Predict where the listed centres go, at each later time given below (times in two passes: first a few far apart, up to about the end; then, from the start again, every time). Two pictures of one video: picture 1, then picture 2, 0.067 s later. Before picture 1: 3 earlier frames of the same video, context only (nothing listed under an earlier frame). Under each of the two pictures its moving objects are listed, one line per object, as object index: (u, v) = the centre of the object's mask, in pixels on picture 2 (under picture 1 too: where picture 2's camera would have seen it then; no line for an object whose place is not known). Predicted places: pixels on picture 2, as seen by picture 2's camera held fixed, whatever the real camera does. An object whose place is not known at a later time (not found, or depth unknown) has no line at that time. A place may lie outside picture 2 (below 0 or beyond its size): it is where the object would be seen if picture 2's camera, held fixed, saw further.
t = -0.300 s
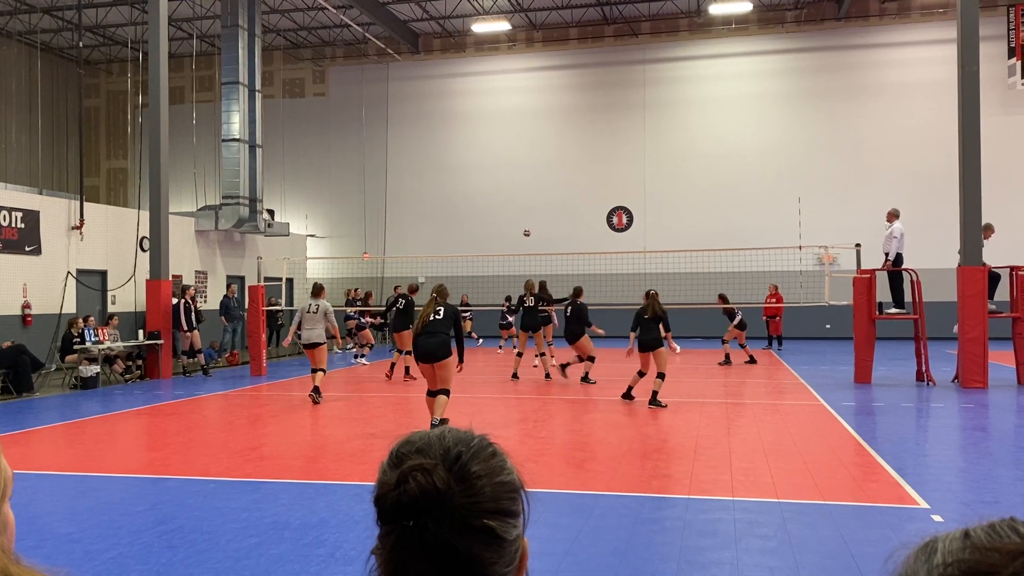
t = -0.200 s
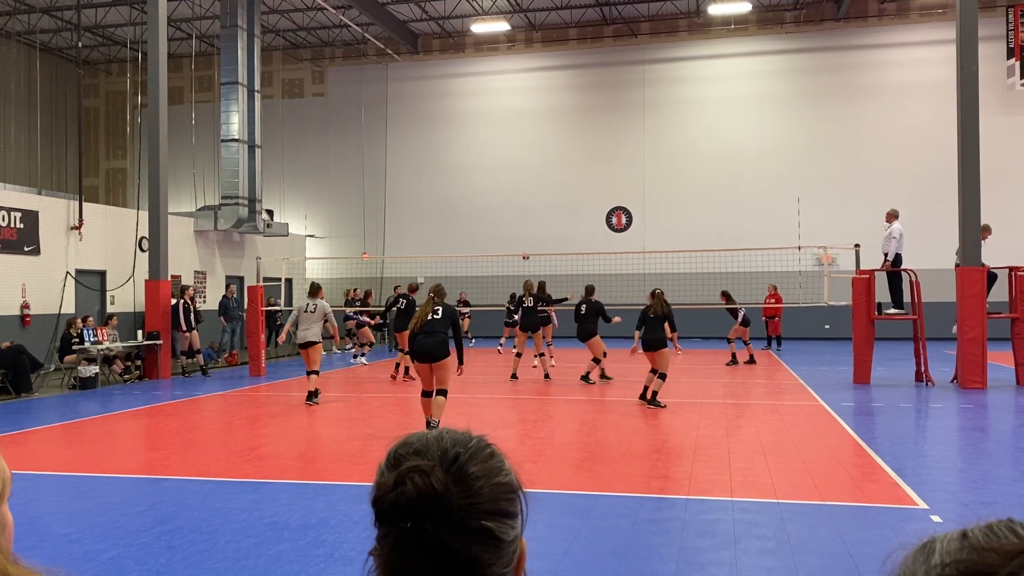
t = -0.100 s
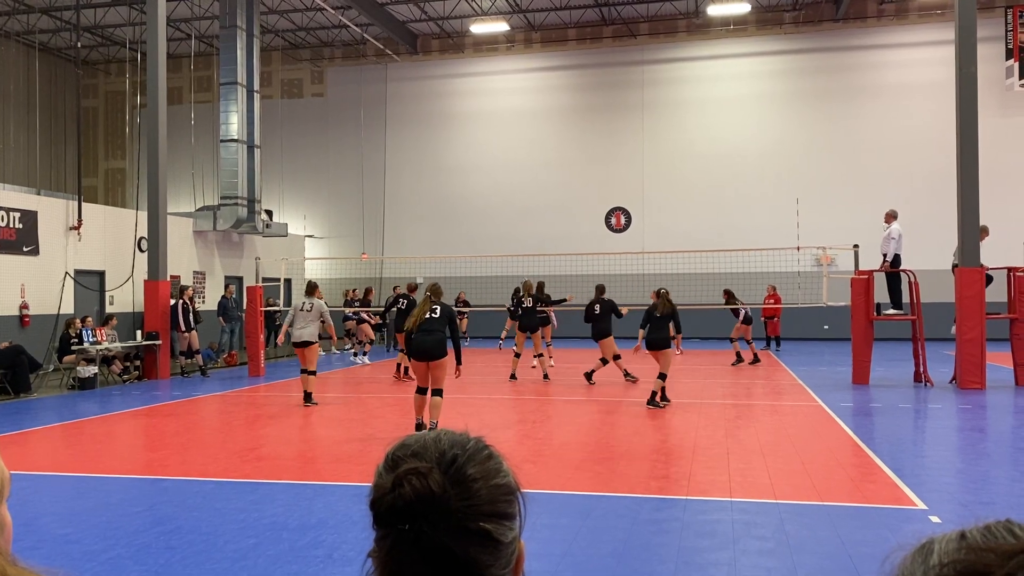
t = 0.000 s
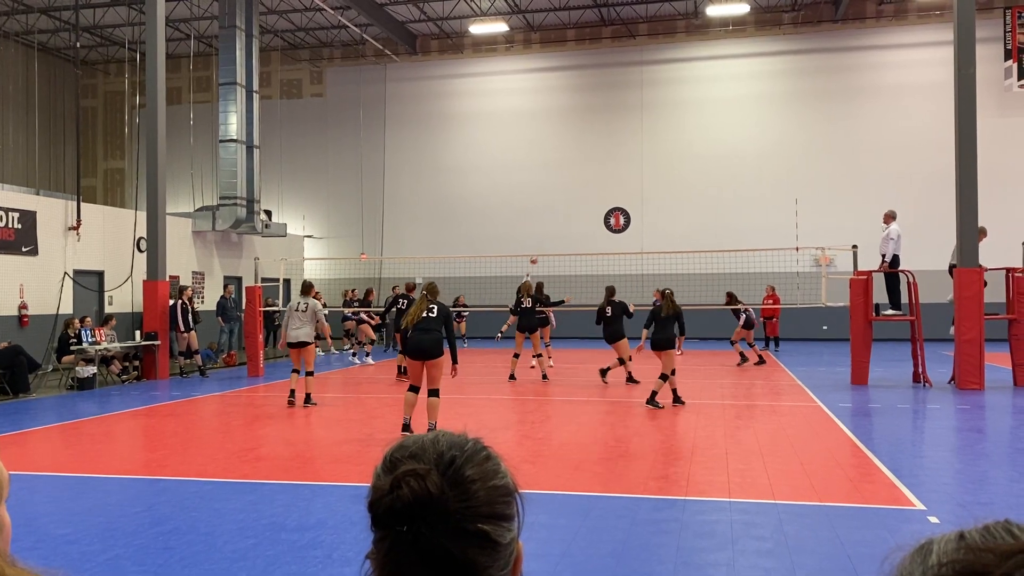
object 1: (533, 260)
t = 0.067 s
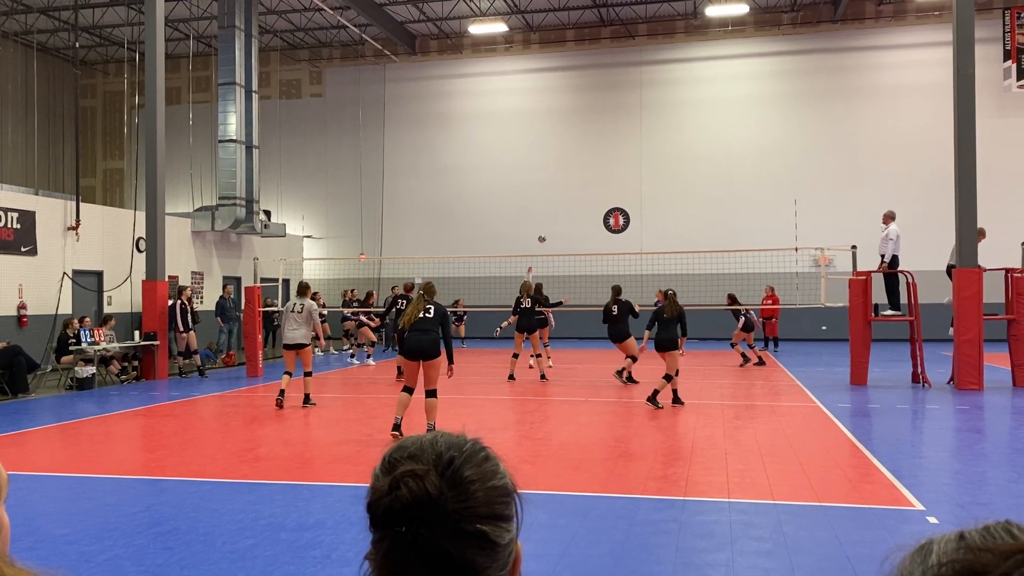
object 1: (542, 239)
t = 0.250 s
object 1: (567, 185)
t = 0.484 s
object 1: (603, 135)
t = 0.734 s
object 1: (642, 105)
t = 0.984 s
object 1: (684, 101)
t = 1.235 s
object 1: (728, 126)
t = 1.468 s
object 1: (770, 178)
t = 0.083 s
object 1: (544, 233)
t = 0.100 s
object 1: (546, 228)
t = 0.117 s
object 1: (549, 223)
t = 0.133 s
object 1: (551, 218)
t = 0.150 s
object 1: (553, 213)
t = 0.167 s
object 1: (555, 208)
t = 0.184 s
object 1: (558, 203)
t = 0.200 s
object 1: (560, 199)
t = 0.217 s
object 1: (563, 195)
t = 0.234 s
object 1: (565, 190)
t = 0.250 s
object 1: (567, 185)
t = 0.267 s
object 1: (570, 181)
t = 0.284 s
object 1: (572, 177)
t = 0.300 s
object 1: (575, 173)
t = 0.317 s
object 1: (577, 169)
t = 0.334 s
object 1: (580, 165)
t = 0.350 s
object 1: (582, 162)
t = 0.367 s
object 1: (585, 158)
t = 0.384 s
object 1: (587, 155)
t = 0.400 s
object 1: (590, 151)
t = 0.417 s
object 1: (592, 148)
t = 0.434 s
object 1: (595, 144)
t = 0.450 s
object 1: (597, 142)
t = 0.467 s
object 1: (600, 138)
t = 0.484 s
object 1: (603, 135)
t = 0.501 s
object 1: (605, 132)
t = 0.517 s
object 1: (608, 130)
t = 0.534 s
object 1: (610, 127)
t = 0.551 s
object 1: (612, 125)
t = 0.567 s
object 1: (615, 122)
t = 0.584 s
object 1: (618, 120)
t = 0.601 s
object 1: (621, 118)
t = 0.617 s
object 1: (624, 116)
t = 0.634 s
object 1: (626, 114)
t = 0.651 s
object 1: (629, 112)
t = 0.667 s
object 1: (631, 111)
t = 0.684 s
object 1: (634, 109)
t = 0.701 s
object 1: (637, 107)
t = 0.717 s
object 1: (640, 106)
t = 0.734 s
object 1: (642, 105)
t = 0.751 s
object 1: (645, 104)
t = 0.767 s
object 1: (648, 103)
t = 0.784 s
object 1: (650, 102)
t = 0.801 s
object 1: (653, 101)
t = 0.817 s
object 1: (656, 101)
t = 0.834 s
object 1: (659, 100)
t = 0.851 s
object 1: (662, 100)
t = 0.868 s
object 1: (664, 99)
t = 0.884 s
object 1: (667, 99)
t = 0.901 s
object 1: (670, 99)
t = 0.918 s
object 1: (673, 99)
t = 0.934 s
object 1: (676, 99)
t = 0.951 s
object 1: (679, 100)
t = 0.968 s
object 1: (681, 100)
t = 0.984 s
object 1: (684, 101)
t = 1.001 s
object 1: (687, 102)
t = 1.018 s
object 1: (690, 103)
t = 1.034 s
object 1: (693, 103)
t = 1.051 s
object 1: (696, 105)
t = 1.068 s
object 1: (699, 106)
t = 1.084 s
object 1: (701, 108)
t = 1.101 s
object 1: (704, 109)
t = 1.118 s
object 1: (707, 111)
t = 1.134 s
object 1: (710, 112)
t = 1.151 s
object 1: (713, 114)
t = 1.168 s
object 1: (716, 116)
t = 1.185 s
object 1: (719, 119)
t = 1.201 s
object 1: (722, 121)
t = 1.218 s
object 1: (725, 124)
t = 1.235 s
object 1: (728, 126)
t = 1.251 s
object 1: (731, 129)
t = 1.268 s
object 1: (734, 132)
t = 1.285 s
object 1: (737, 135)
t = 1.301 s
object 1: (740, 138)
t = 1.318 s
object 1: (743, 142)
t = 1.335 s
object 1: (746, 145)
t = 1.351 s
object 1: (749, 149)
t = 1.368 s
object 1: (752, 152)
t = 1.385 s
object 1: (755, 156)
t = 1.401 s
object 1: (758, 160)
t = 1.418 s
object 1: (761, 165)
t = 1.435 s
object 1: (764, 169)
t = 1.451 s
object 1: (767, 173)
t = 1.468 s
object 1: (770, 178)
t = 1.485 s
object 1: (773, 183)
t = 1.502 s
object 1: (776, 188)
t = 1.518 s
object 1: (779, 193)
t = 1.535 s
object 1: (782, 198)
